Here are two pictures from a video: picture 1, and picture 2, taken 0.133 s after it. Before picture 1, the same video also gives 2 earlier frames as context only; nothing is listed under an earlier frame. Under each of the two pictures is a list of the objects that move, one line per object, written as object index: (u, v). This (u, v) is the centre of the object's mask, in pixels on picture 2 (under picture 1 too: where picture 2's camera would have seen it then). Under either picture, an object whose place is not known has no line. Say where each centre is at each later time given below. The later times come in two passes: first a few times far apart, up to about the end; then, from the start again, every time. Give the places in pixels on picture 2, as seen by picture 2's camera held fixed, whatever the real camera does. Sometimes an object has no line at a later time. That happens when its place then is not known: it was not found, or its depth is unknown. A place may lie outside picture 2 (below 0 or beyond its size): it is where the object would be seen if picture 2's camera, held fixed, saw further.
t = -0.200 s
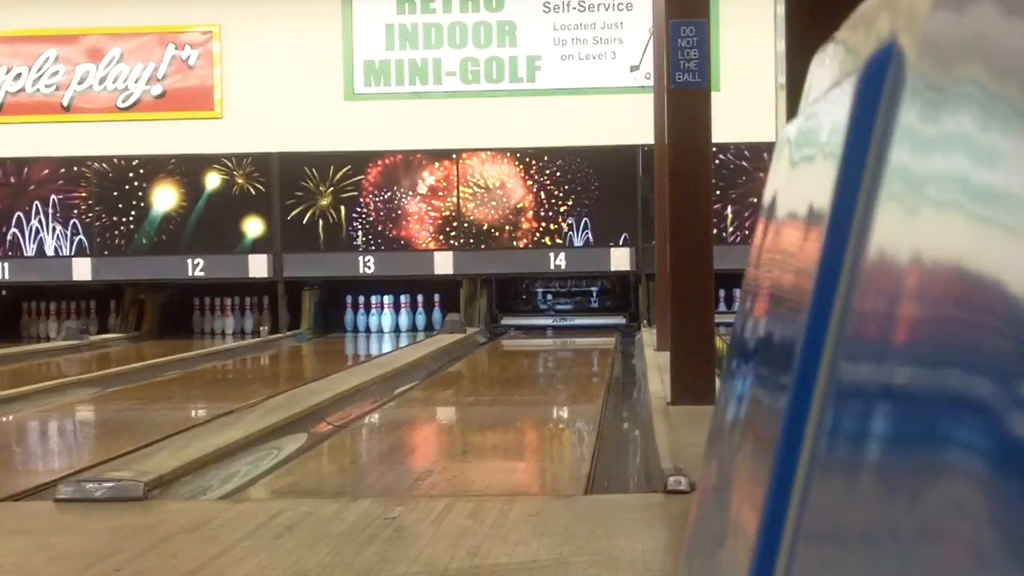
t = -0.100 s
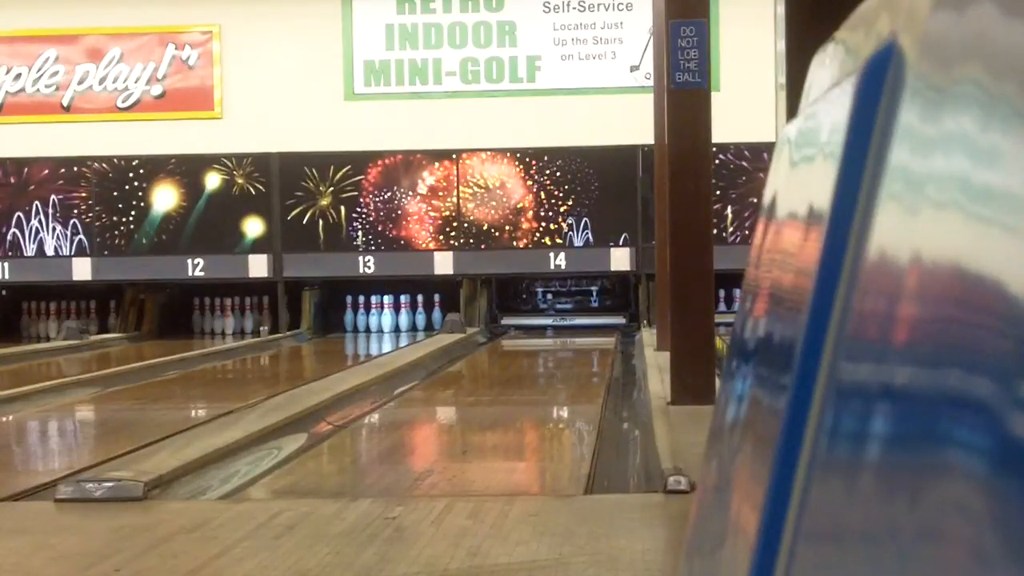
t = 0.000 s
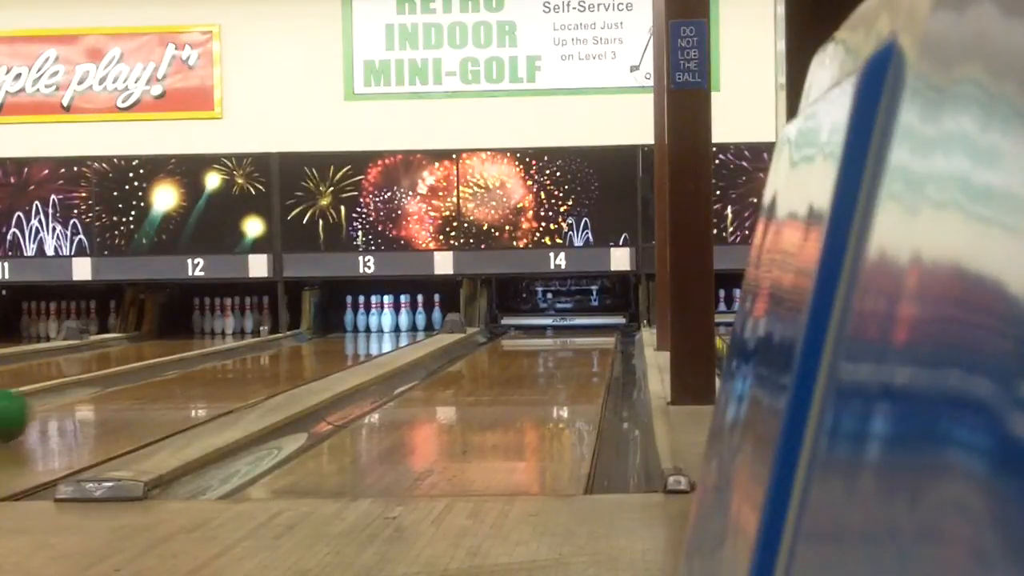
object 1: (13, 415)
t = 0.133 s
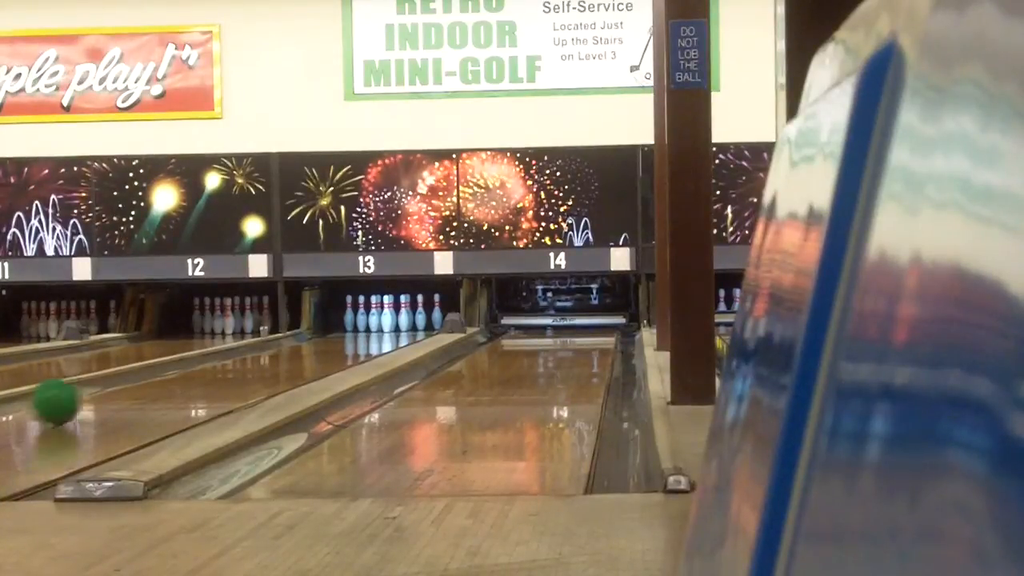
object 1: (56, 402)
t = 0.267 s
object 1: (99, 390)
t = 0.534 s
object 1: (167, 373)
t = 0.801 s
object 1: (215, 361)
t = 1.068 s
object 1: (252, 350)
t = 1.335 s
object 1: (282, 341)
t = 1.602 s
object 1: (305, 337)
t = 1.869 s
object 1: (325, 331)
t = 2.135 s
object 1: (338, 327)
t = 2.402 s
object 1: (353, 322)
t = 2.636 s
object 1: (355, 322)
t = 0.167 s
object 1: (67, 398)
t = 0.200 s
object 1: (78, 395)
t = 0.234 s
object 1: (89, 392)
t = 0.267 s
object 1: (99, 390)
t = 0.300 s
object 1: (107, 387)
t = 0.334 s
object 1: (118, 385)
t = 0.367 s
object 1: (126, 382)
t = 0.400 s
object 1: (134, 380)
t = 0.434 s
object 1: (143, 379)
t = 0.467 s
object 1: (150, 377)
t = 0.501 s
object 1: (159, 375)
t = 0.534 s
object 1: (167, 373)
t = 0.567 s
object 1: (173, 372)
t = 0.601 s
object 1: (179, 369)
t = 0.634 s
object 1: (187, 367)
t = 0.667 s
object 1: (193, 366)
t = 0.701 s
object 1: (199, 365)
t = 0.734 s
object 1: (205, 363)
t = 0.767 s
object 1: (210, 362)
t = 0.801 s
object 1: (215, 361)
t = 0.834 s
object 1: (221, 360)
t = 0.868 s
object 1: (226, 358)
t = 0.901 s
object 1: (230, 357)
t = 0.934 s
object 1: (236, 355)
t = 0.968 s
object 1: (240, 354)
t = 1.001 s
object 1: (244, 353)
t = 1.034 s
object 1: (248, 351)
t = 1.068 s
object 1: (252, 350)
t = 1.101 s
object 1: (256, 349)
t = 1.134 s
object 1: (261, 348)
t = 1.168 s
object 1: (265, 347)
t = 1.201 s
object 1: (268, 346)
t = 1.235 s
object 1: (271, 345)
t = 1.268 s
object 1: (275, 344)
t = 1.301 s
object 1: (280, 343)
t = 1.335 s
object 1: (282, 341)
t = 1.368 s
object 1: (286, 341)
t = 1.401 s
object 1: (289, 340)
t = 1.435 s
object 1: (291, 340)
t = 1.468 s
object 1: (294, 339)
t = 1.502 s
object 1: (297, 339)
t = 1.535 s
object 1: (299, 338)
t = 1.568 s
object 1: (301, 338)
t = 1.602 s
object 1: (305, 337)
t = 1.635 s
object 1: (308, 336)
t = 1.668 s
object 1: (311, 335)
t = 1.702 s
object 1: (313, 333)
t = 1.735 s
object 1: (315, 333)
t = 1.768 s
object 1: (318, 333)
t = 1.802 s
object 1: (319, 332)
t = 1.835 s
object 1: (322, 332)
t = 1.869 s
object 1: (325, 331)
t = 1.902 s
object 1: (326, 331)
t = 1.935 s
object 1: (328, 330)
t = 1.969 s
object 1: (331, 330)
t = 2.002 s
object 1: (333, 329)
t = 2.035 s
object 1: (335, 328)
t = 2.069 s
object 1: (336, 327)
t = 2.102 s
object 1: (337, 327)
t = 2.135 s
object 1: (338, 327)
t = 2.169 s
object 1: (341, 326)
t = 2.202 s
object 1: (342, 326)
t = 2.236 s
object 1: (344, 325)
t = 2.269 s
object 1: (347, 324)
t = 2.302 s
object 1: (348, 324)
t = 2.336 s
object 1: (350, 323)
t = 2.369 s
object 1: (351, 323)
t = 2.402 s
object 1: (353, 322)
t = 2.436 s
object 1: (355, 322)
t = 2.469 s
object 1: (355, 322)
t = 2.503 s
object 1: (355, 322)
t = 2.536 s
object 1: (354, 322)
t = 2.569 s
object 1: (355, 322)
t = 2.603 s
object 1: (355, 321)
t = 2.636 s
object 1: (355, 322)
